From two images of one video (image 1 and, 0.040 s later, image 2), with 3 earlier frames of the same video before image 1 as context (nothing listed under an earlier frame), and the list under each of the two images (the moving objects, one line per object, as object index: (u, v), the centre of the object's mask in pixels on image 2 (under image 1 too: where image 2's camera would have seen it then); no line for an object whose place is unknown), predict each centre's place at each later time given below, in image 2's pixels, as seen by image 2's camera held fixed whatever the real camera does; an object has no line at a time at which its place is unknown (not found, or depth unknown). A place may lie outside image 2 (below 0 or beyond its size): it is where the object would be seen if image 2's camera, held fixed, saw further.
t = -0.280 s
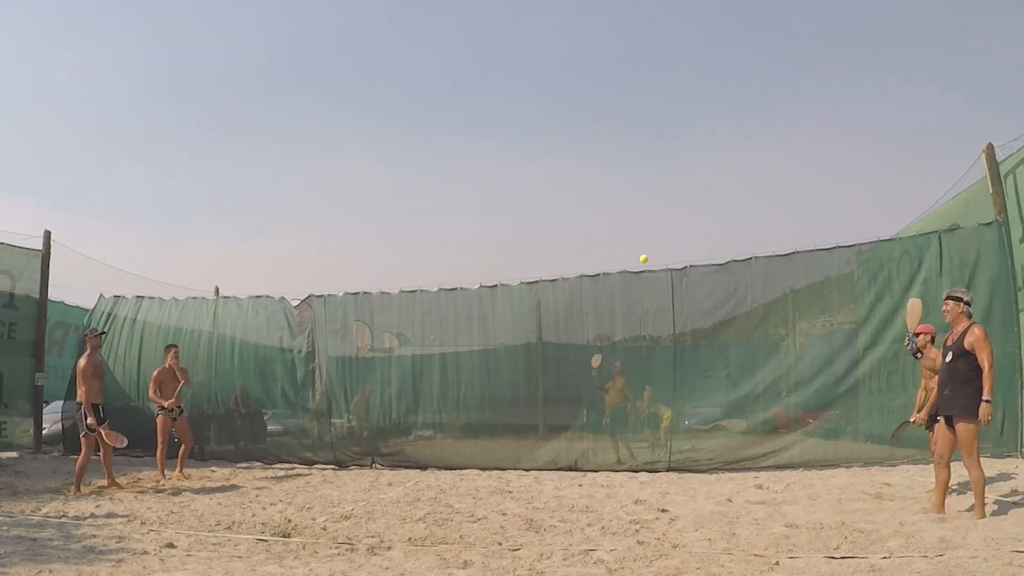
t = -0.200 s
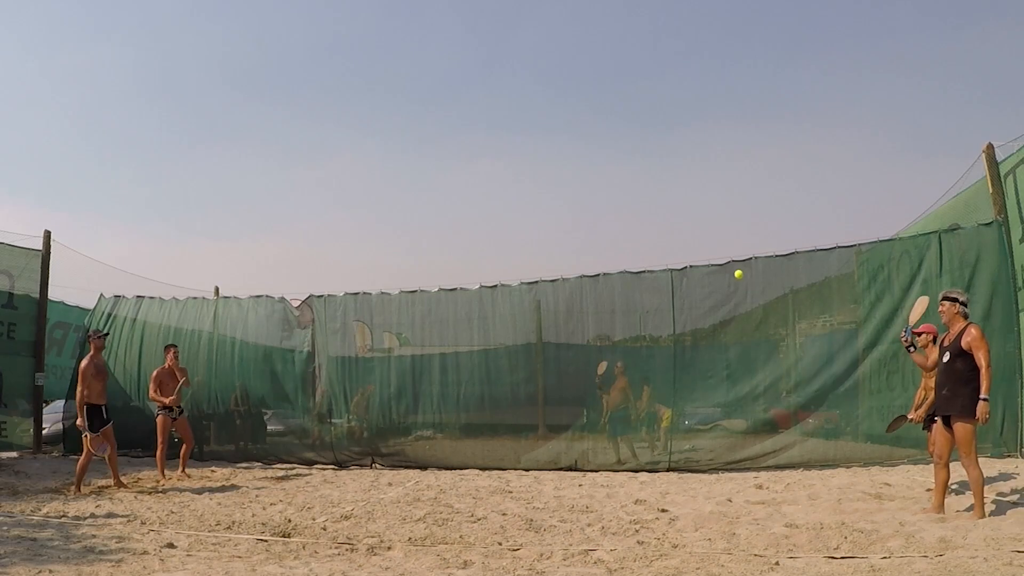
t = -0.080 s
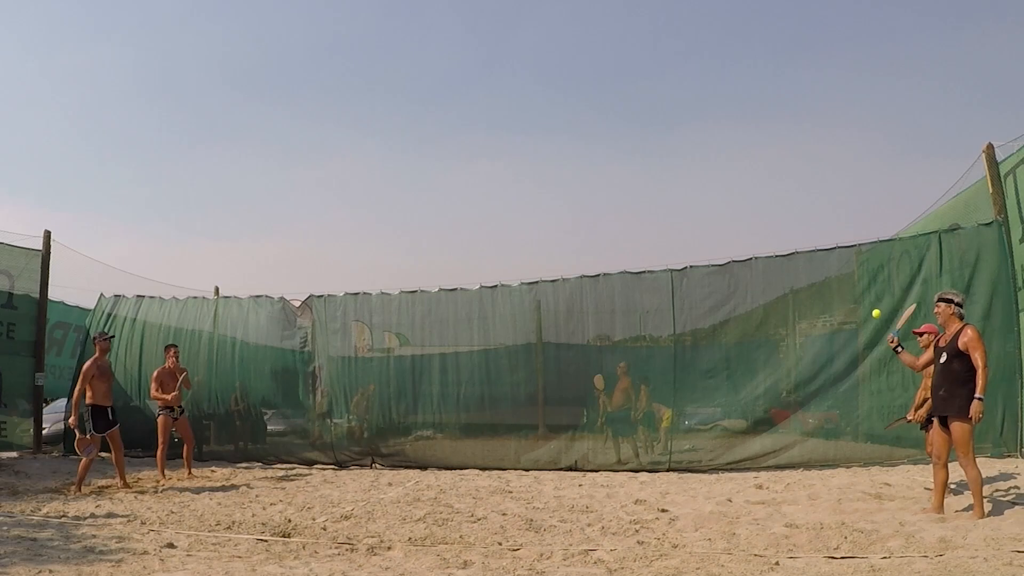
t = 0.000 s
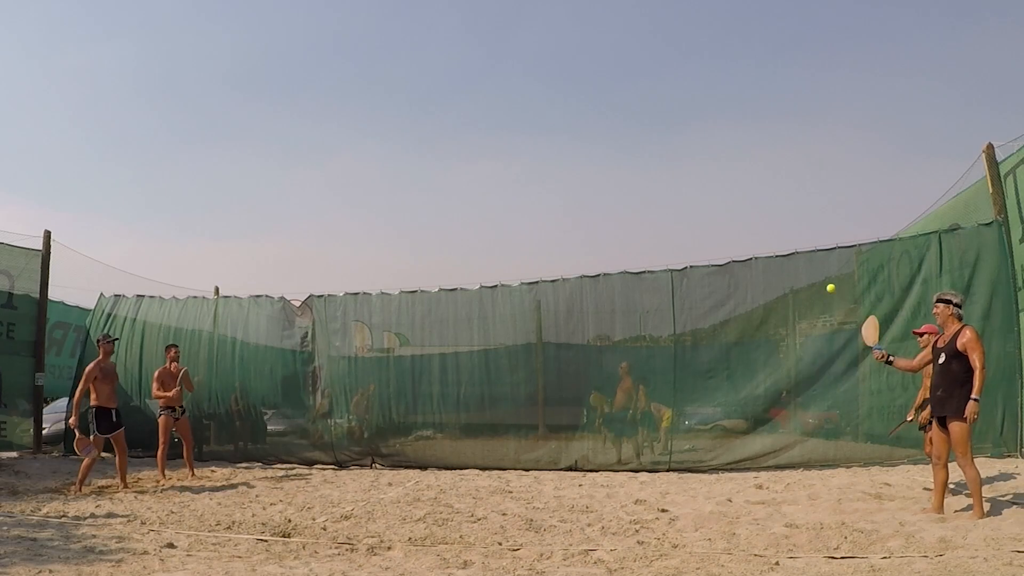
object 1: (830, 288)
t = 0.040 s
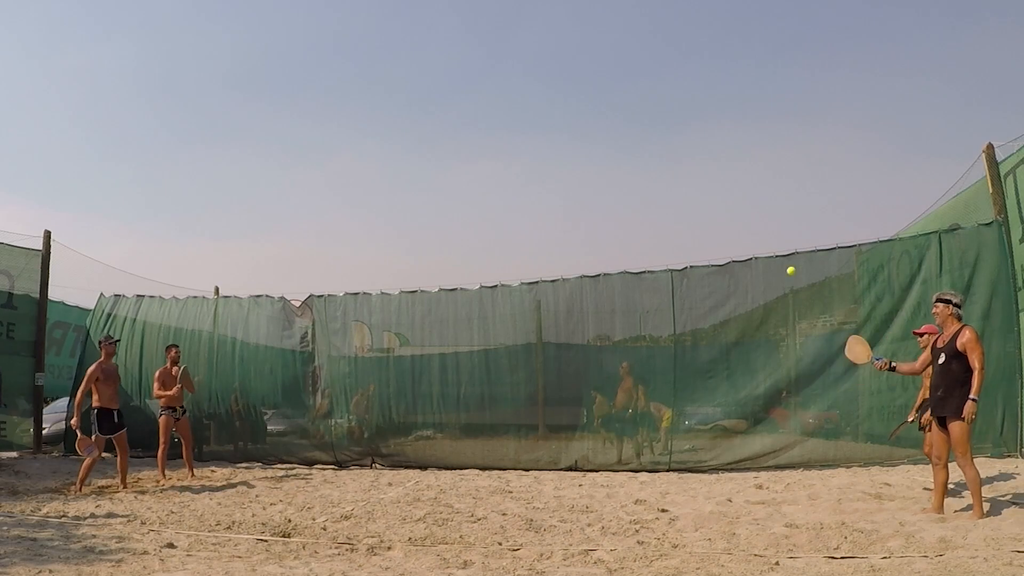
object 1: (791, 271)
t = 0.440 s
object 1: (437, 218)
